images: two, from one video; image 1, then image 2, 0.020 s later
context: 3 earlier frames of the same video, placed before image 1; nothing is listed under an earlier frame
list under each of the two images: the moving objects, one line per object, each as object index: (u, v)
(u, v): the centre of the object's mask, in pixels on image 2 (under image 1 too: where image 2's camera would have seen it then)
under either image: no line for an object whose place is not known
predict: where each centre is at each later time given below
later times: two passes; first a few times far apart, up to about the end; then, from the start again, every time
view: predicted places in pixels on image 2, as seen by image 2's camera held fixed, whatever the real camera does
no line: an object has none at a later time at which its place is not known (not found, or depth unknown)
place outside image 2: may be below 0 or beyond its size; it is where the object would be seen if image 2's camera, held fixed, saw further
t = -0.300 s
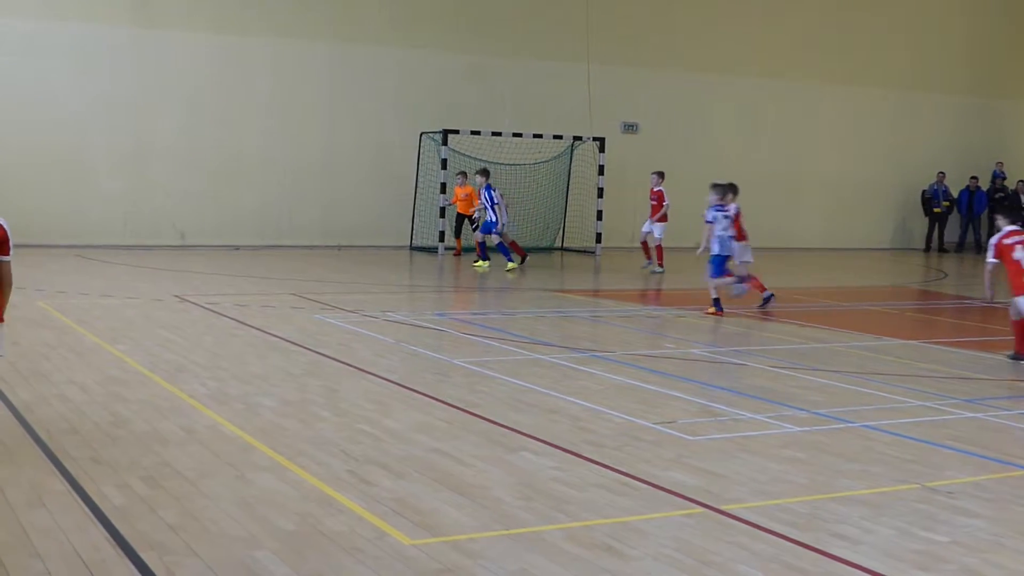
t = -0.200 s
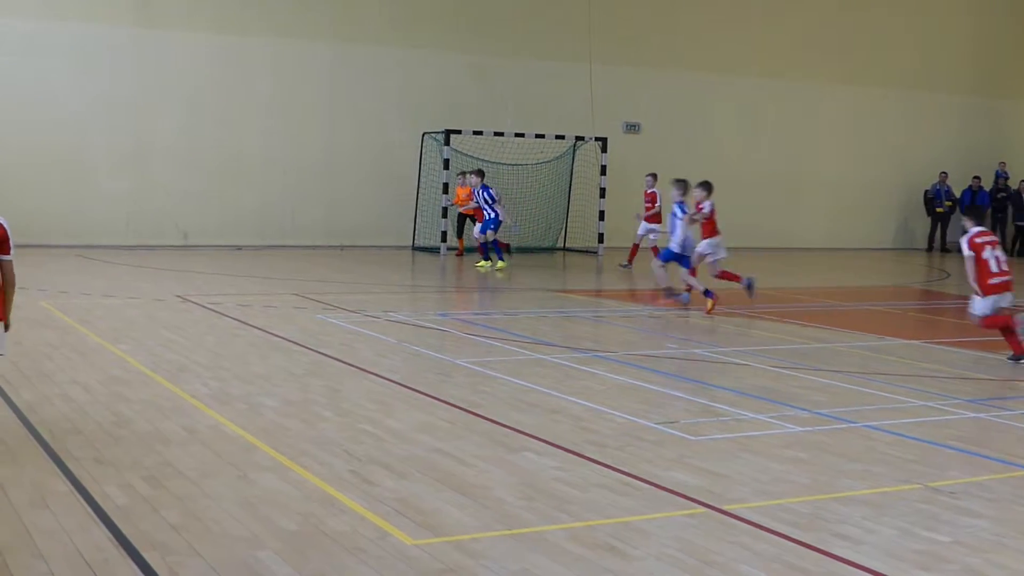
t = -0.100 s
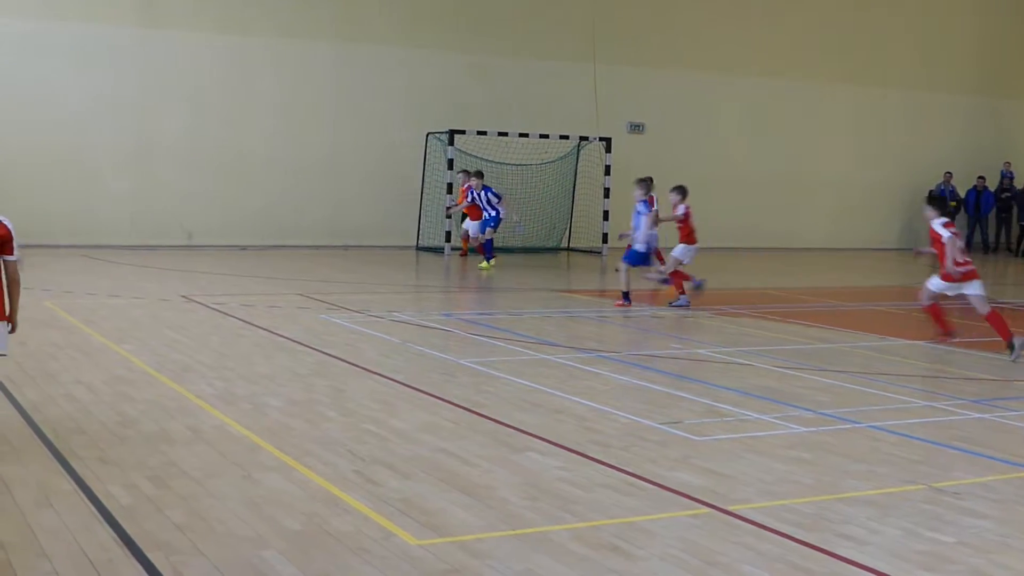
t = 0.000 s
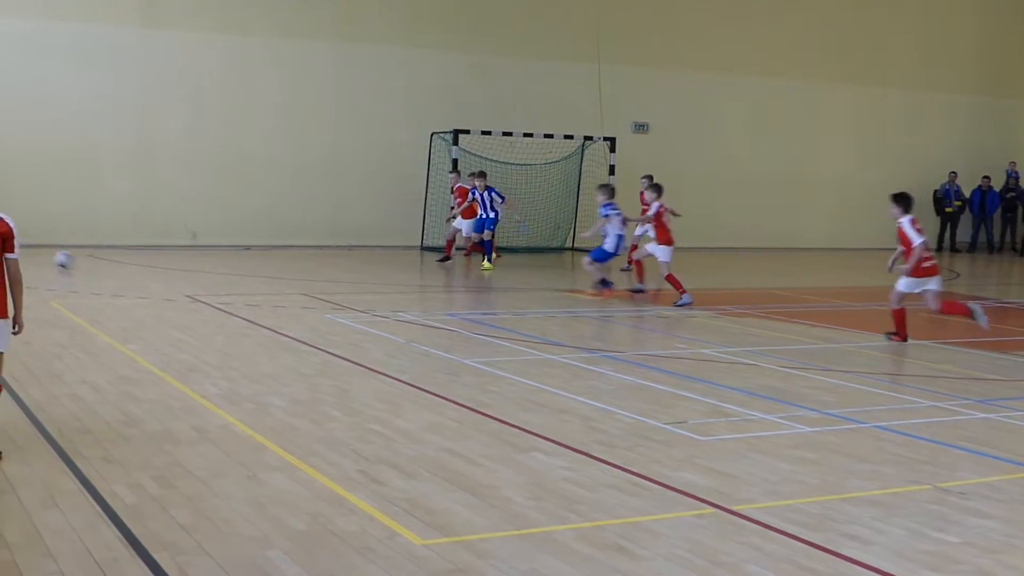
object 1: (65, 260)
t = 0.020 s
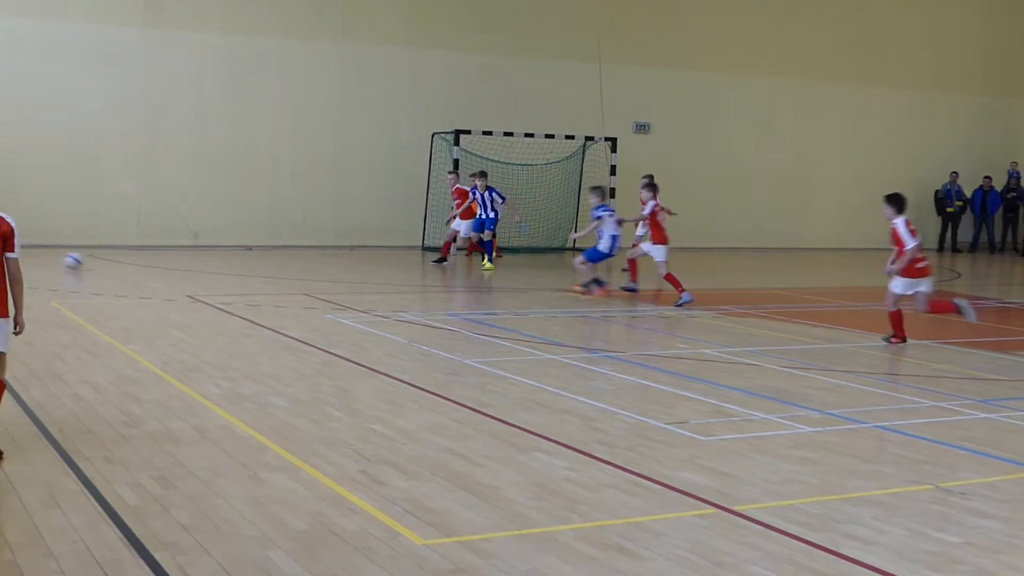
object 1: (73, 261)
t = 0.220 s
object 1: (160, 270)
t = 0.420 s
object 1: (239, 276)
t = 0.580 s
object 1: (304, 281)
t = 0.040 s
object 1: (83, 263)
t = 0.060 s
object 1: (91, 264)
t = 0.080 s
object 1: (99, 264)
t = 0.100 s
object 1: (107, 264)
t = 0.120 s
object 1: (116, 266)
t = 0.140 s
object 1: (125, 267)
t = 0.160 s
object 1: (134, 268)
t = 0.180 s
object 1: (143, 268)
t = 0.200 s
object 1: (151, 269)
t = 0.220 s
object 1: (160, 270)
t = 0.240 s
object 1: (167, 270)
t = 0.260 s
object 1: (174, 272)
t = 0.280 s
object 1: (183, 272)
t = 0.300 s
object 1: (192, 273)
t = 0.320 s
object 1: (199, 273)
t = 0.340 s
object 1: (209, 275)
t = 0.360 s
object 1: (215, 276)
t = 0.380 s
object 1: (224, 276)
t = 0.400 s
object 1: (231, 276)
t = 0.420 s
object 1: (239, 276)
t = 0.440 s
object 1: (246, 277)
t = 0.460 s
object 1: (255, 279)
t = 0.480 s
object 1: (263, 281)
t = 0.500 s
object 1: (272, 280)
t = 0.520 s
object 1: (279, 280)
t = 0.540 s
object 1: (287, 279)
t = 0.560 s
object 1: (295, 280)
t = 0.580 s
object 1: (304, 281)
